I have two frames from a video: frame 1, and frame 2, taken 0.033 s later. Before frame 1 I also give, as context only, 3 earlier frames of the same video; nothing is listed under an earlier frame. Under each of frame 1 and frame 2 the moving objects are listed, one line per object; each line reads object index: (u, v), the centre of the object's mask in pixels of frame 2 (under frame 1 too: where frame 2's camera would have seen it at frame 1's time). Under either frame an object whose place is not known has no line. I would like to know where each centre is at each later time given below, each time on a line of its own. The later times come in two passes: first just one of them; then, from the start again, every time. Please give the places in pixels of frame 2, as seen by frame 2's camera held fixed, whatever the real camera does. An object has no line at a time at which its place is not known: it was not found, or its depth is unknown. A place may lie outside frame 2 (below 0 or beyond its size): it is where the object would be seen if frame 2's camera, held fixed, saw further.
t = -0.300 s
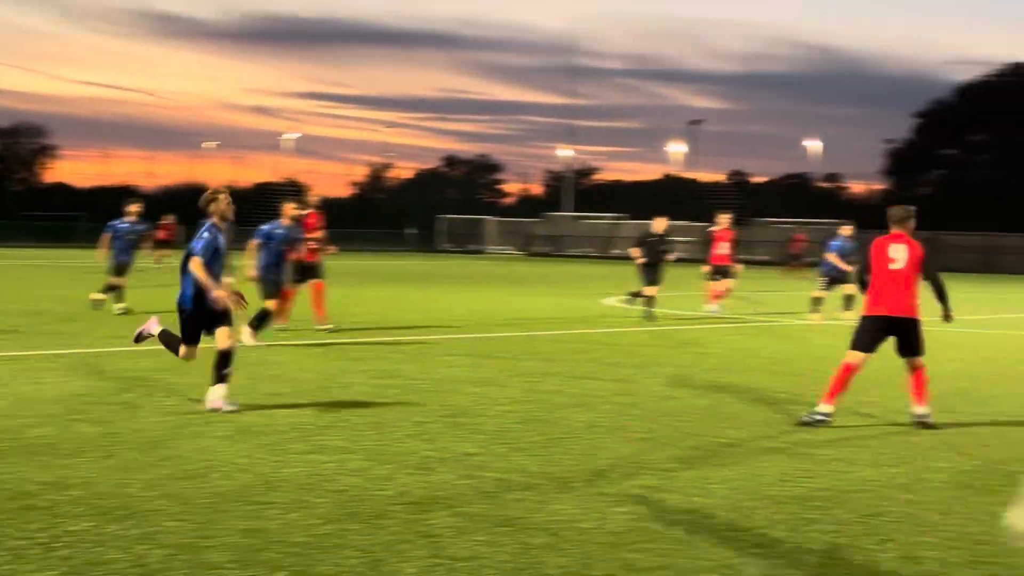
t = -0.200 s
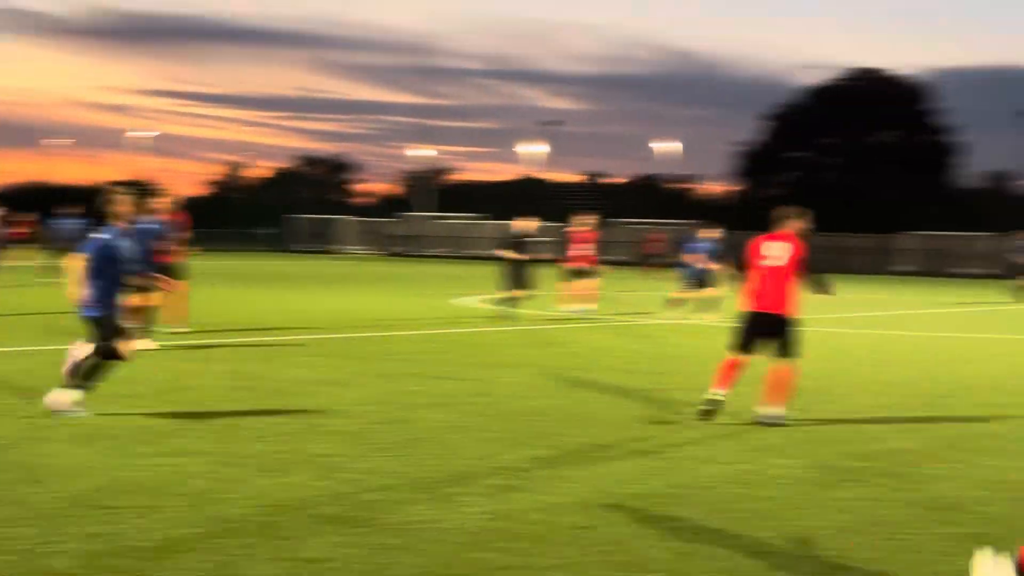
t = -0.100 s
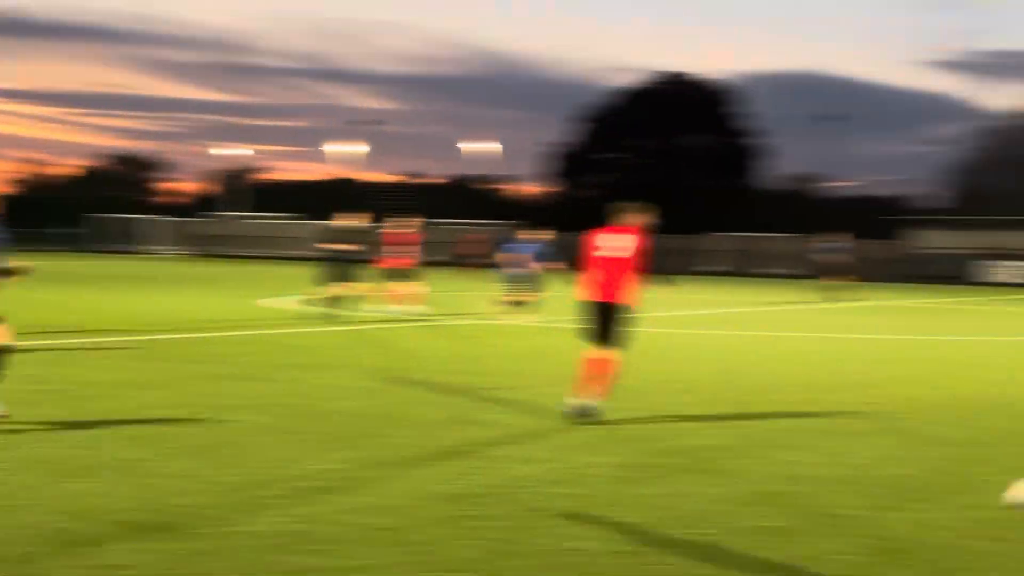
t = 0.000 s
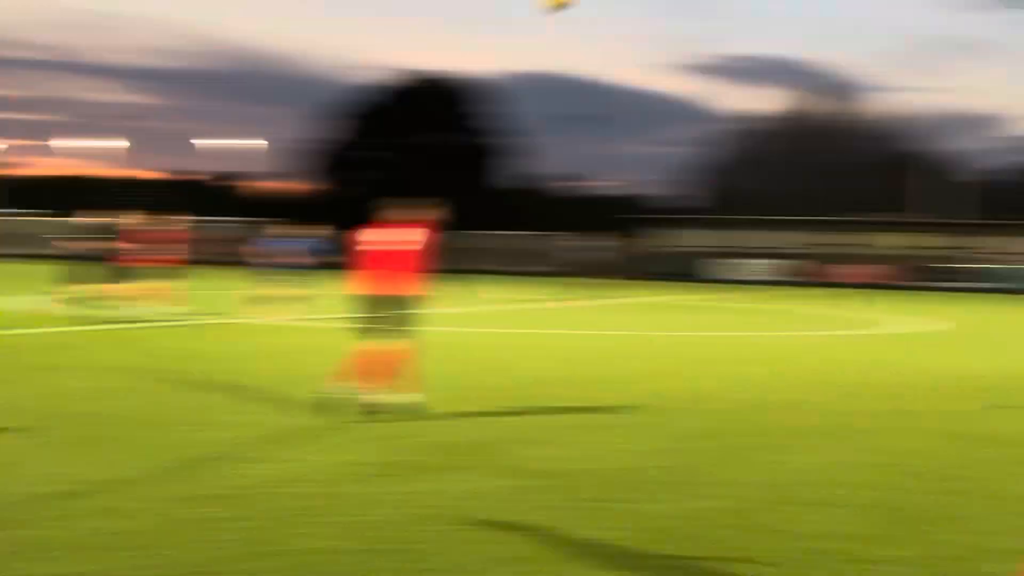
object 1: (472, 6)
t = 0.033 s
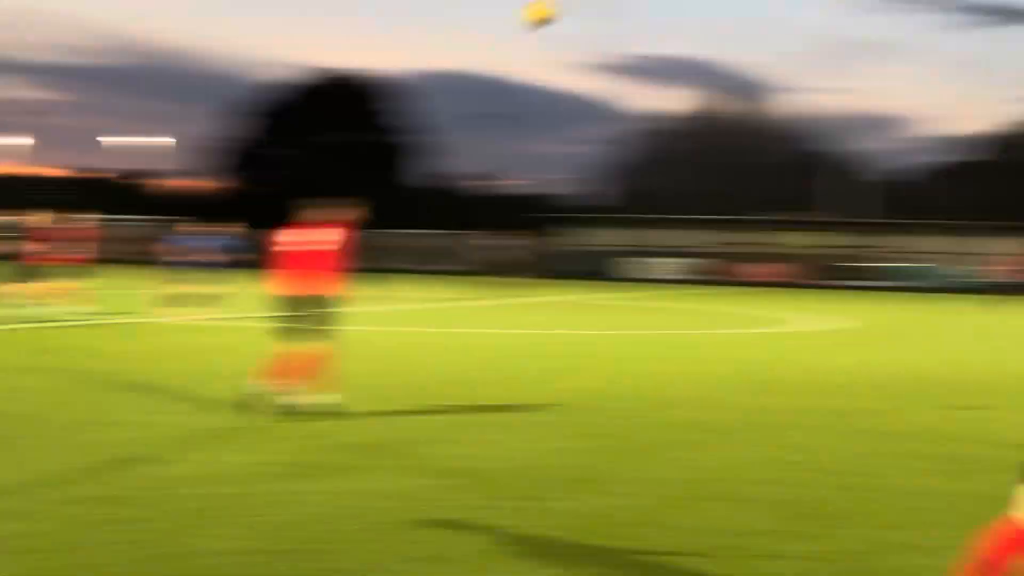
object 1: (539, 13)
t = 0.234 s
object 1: (983, 142)
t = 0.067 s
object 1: (606, 31)
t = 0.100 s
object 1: (674, 51)
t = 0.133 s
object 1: (748, 70)
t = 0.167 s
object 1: (825, 91)
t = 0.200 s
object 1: (900, 116)
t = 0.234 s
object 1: (983, 142)
